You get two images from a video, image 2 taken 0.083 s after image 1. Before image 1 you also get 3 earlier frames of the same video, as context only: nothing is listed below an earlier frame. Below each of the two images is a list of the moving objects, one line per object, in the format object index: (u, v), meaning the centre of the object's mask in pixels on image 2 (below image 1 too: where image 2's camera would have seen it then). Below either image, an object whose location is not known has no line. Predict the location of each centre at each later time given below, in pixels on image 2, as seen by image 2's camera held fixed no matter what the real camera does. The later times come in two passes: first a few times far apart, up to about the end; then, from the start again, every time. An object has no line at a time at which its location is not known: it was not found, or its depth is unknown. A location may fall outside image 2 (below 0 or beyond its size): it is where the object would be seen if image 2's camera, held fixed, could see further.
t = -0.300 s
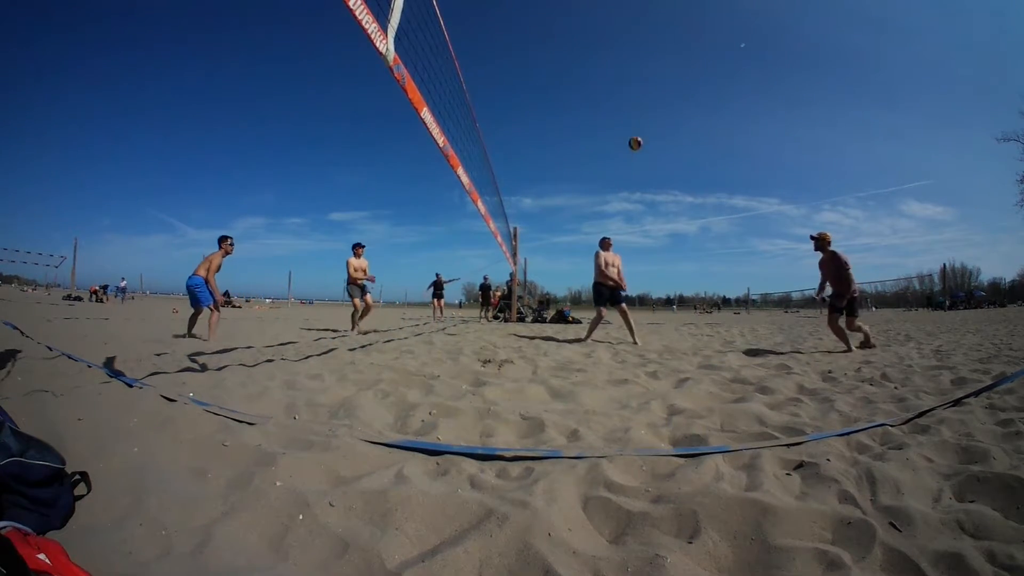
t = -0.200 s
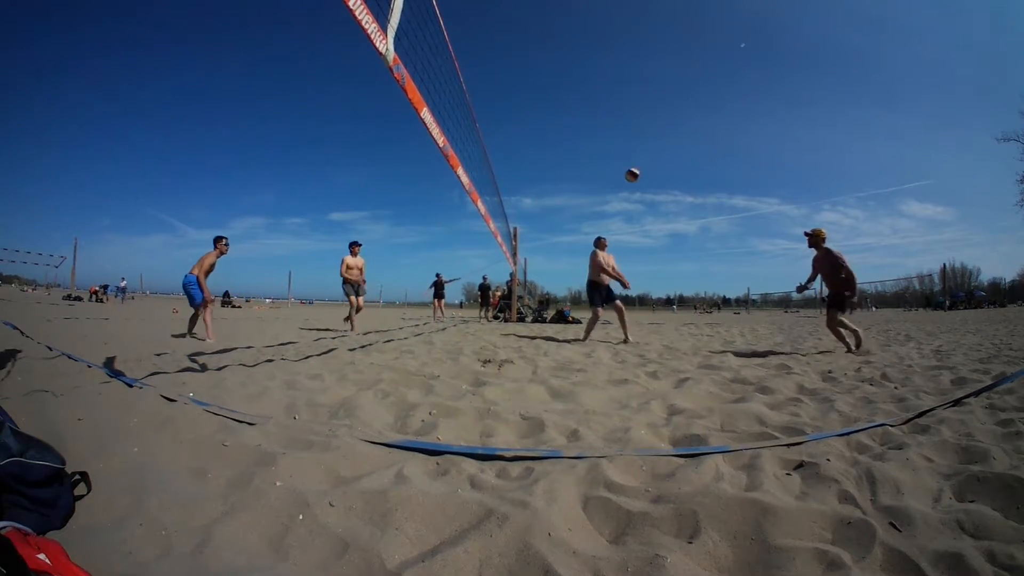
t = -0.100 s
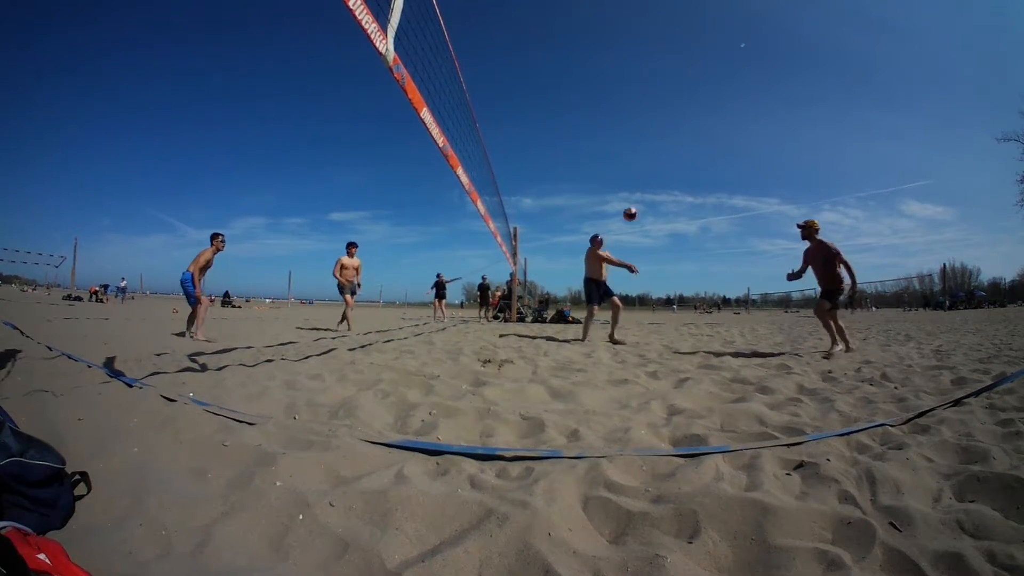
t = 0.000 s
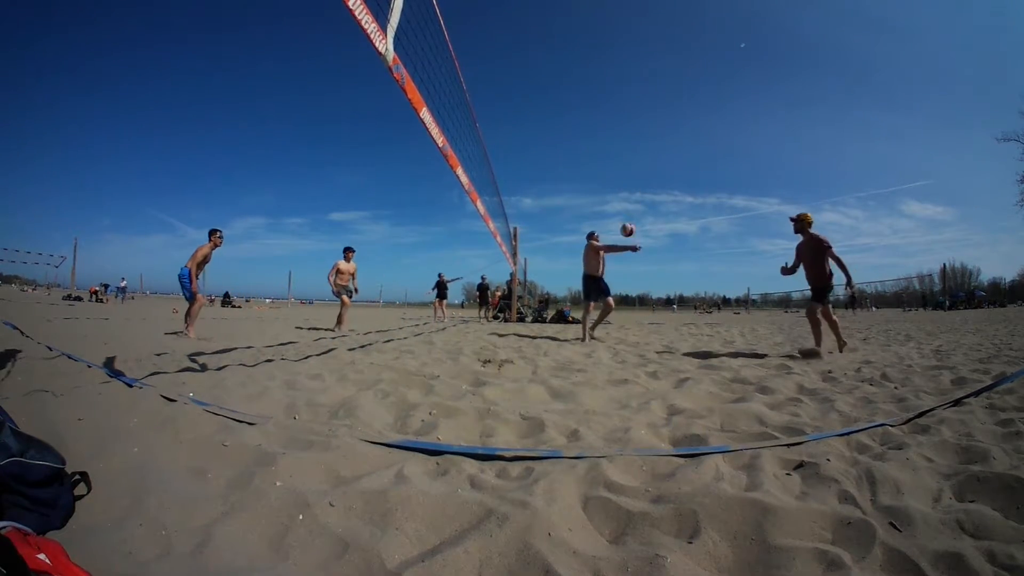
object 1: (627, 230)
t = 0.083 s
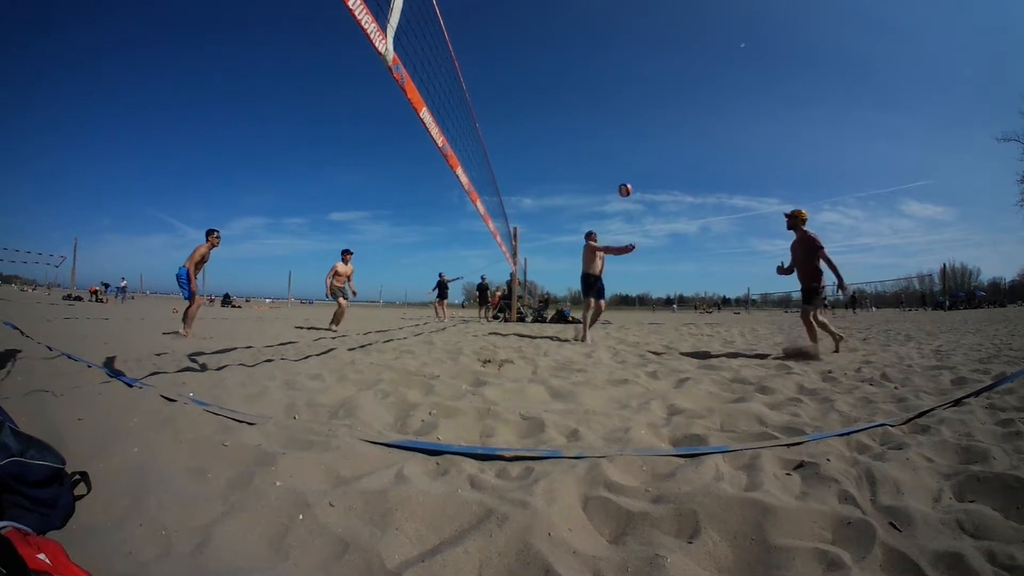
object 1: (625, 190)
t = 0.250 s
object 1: (618, 126)
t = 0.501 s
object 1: (614, 66)
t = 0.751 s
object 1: (615, 38)
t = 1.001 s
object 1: (626, 37)
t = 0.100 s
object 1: (624, 183)
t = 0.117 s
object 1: (623, 176)
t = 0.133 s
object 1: (622, 169)
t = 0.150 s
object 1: (622, 162)
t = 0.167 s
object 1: (621, 156)
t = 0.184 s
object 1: (621, 149)
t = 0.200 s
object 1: (620, 143)
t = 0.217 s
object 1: (619, 137)
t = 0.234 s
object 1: (618, 132)
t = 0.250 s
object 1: (618, 126)
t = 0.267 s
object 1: (618, 121)
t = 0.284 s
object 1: (617, 116)
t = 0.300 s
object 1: (617, 111)
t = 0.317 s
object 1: (616, 106)
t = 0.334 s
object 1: (616, 103)
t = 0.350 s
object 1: (615, 99)
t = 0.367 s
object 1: (615, 93)
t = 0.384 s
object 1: (615, 90)
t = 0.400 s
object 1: (614, 86)
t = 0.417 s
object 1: (614, 82)
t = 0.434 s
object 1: (614, 78)
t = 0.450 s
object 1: (614, 75)
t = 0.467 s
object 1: (614, 71)
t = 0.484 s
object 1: (613, 68)
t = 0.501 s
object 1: (614, 66)
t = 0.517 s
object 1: (613, 63)
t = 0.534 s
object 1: (614, 60)
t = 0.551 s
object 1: (614, 57)
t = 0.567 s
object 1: (614, 55)
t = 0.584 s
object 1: (613, 53)
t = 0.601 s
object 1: (613, 51)
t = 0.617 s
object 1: (613, 49)
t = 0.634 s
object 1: (614, 47)
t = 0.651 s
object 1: (614, 44)
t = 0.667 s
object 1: (614, 43)
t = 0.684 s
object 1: (614, 42)
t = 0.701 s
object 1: (614, 41)
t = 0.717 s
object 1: (615, 40)
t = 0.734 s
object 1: (615, 39)
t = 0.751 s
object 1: (615, 38)
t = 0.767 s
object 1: (616, 37)
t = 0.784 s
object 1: (616, 36)
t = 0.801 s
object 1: (616, 35)
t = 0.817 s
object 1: (617, 35)
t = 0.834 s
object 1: (618, 34)
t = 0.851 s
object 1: (619, 34)
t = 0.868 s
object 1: (619, 33)
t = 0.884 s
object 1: (620, 34)
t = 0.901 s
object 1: (620, 34)
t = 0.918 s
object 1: (621, 34)
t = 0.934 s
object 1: (622, 35)
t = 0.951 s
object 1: (623, 34)
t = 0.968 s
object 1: (624, 36)
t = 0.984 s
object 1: (625, 36)
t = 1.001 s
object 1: (626, 37)
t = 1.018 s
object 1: (627, 39)
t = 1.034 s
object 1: (628, 40)
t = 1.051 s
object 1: (630, 42)
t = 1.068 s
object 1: (631, 43)
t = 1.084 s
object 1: (632, 45)
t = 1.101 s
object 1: (634, 47)
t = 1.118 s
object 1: (635, 49)
